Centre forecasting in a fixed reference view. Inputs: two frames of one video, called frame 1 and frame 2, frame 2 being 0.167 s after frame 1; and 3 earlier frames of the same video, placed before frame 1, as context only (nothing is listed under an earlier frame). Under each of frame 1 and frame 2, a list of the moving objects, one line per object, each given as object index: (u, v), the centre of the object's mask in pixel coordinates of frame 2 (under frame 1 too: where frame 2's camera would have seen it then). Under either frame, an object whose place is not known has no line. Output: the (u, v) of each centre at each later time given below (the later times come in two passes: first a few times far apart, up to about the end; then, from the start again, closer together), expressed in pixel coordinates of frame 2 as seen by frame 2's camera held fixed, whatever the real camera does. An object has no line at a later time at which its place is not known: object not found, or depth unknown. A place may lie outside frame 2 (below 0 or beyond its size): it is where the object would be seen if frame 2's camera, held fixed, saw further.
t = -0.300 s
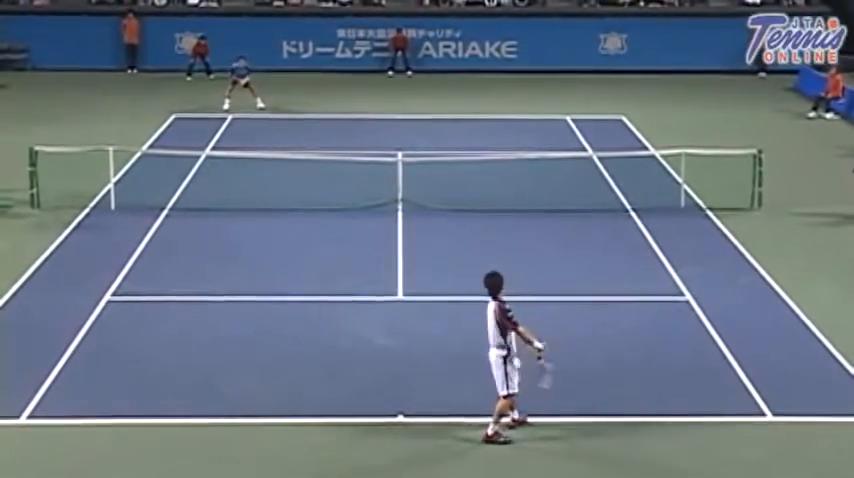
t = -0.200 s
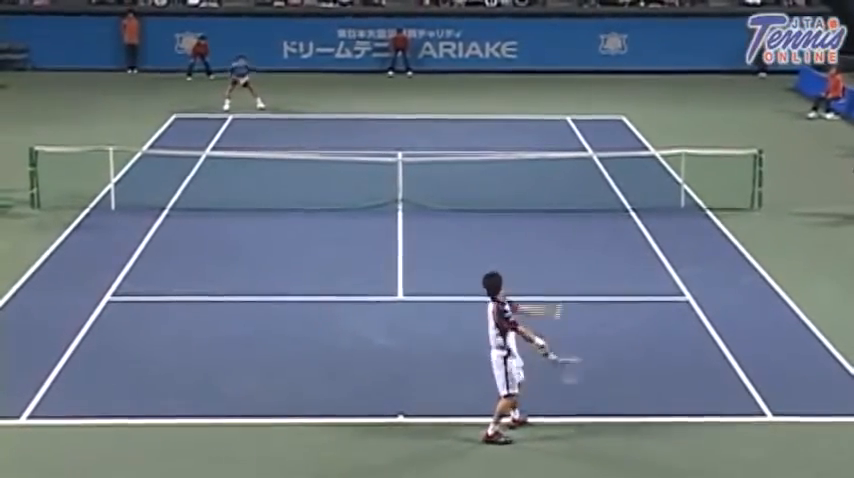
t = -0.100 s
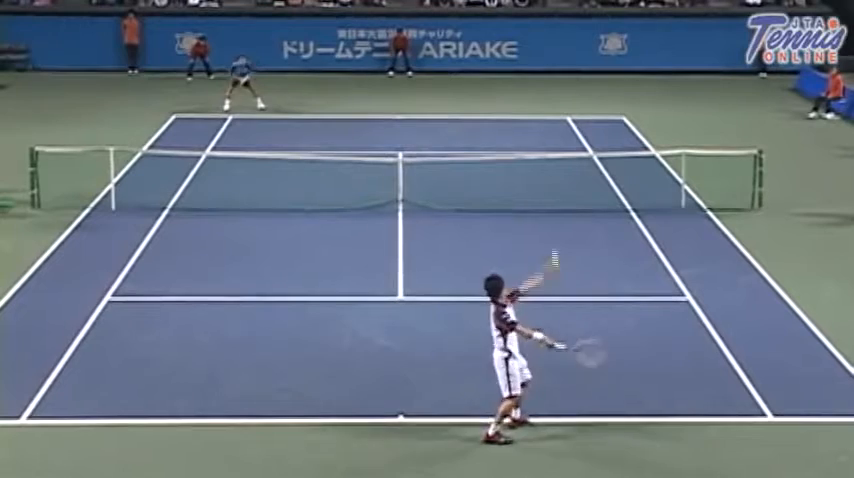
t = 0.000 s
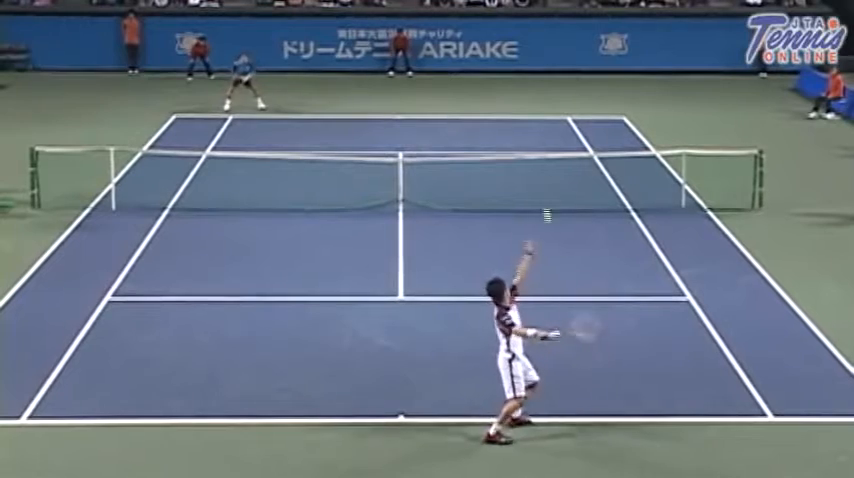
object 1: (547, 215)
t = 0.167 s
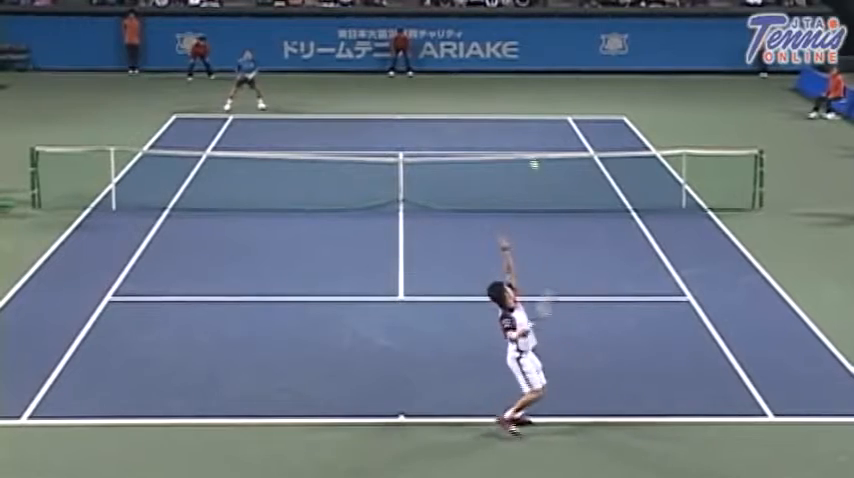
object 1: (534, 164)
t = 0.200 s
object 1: (531, 157)
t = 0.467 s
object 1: (511, 139)
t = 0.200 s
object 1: (531, 157)
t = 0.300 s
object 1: (523, 142)
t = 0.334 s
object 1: (521, 140)
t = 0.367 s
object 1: (518, 138)
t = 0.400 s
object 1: (516, 137)
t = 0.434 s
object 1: (513, 138)
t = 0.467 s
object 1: (511, 139)
